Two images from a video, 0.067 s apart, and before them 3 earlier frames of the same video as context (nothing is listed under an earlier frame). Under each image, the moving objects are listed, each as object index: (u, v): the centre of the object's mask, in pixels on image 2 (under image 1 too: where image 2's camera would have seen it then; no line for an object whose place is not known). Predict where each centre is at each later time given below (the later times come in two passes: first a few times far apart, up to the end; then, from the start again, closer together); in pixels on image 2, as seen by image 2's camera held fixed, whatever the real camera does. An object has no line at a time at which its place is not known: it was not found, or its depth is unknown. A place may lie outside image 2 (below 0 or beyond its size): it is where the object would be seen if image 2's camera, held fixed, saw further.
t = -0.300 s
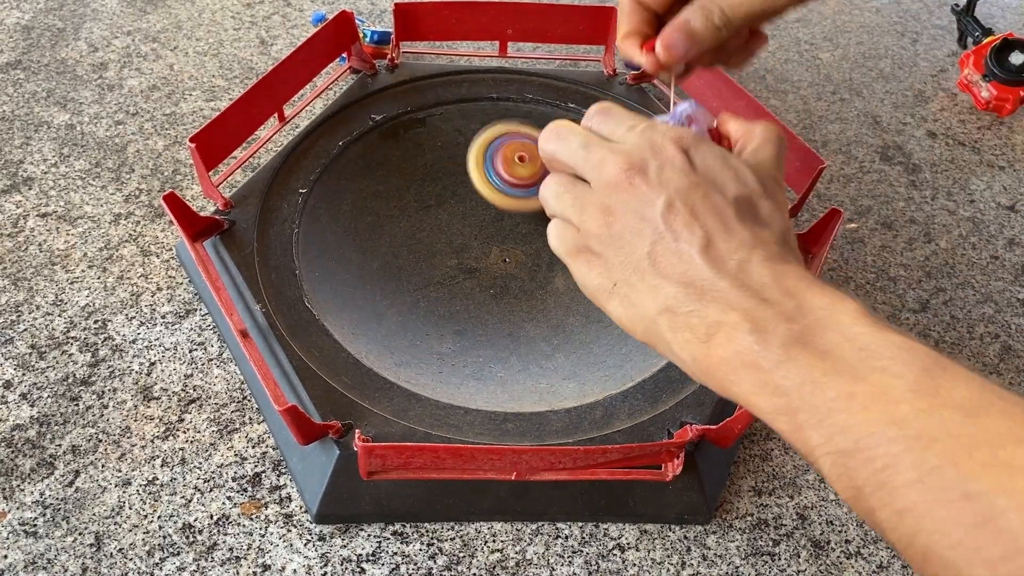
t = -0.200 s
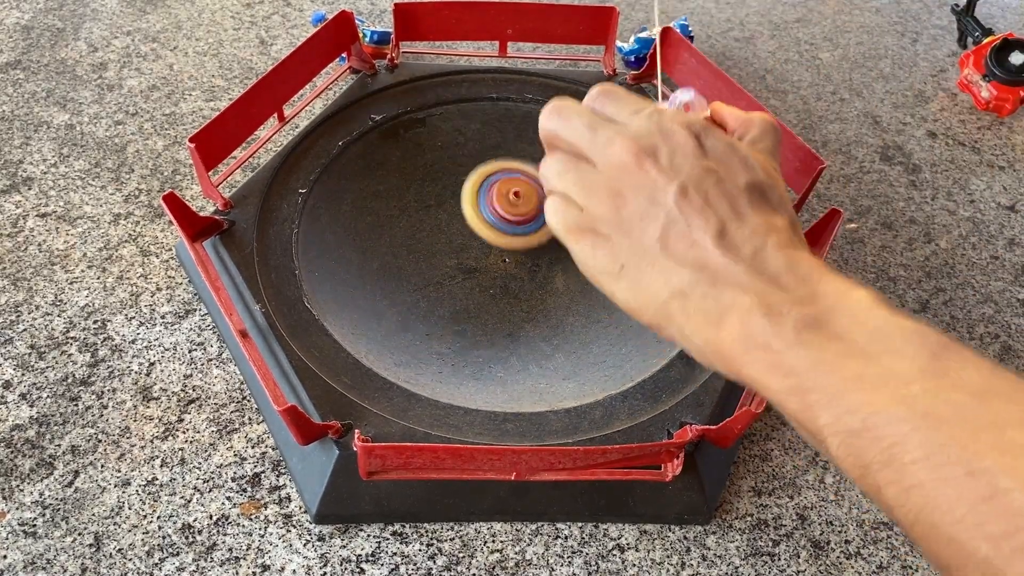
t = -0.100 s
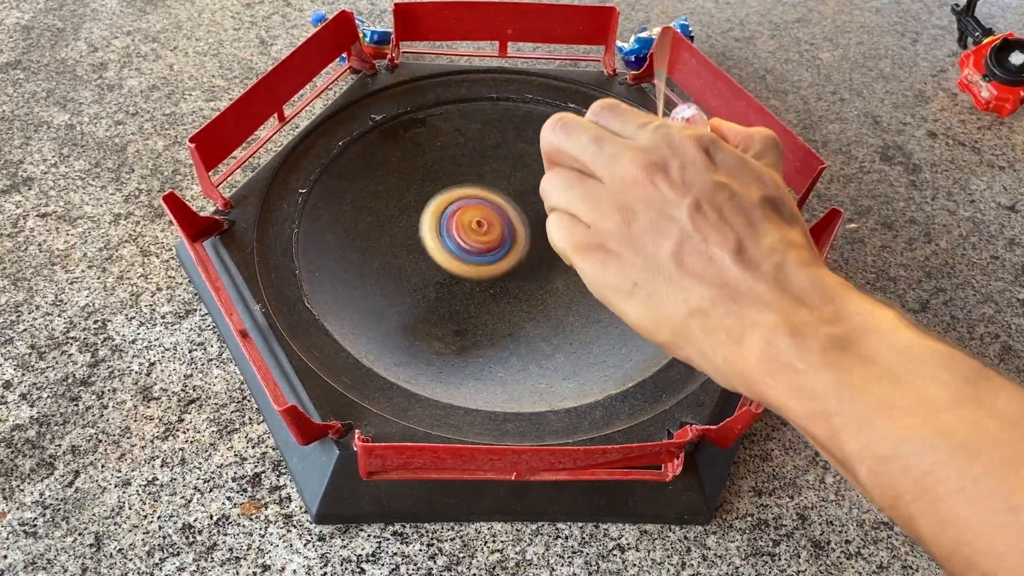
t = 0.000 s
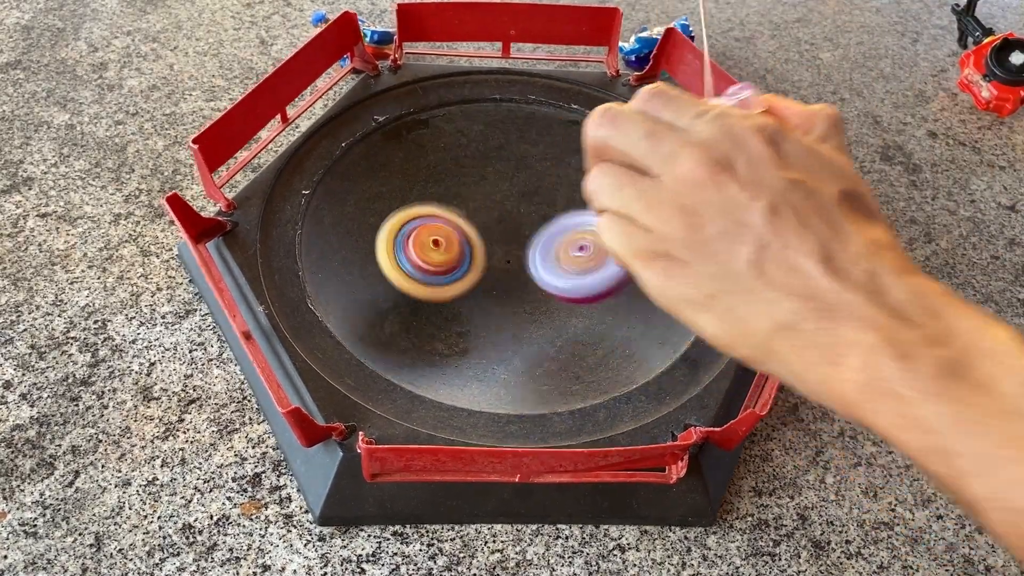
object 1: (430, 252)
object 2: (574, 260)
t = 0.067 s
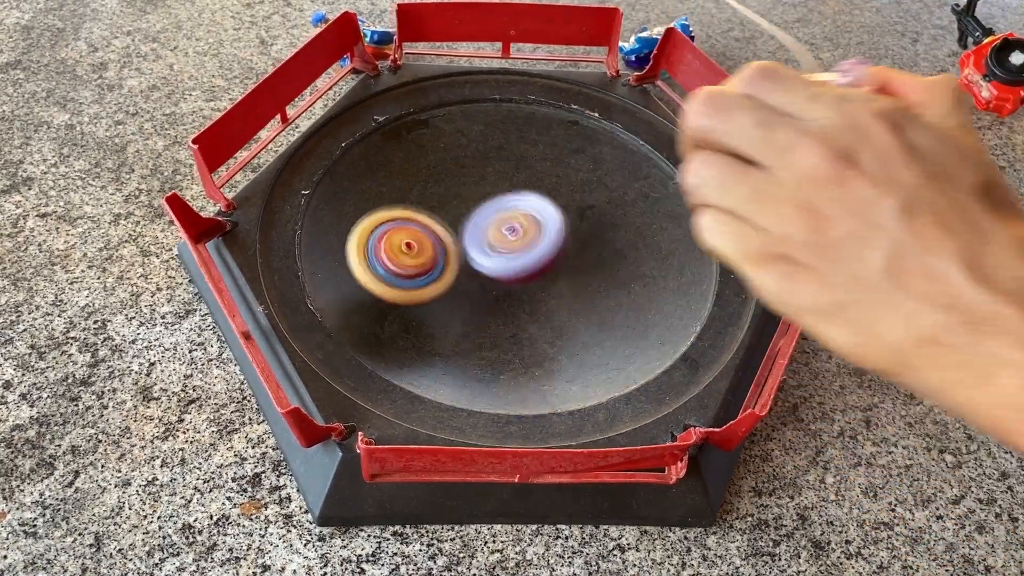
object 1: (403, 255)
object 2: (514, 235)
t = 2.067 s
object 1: (640, 199)
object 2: (348, 78)
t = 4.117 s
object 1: (459, 187)
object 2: (264, 183)
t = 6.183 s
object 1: (601, 256)
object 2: (406, 154)
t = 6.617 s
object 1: (552, 246)
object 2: (505, 119)
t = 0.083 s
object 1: (397, 255)
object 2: (498, 222)
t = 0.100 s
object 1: (380, 257)
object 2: (496, 210)
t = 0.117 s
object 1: (359, 259)
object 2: (498, 196)
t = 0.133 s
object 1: (341, 259)
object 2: (501, 173)
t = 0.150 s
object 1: (323, 255)
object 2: (503, 153)
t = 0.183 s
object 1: (296, 241)
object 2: (509, 111)
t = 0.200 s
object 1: (283, 238)
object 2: (515, 92)
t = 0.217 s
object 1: (271, 238)
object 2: (519, 74)
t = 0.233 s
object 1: (259, 240)
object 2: (525, 58)
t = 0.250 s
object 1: (248, 238)
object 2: (530, 44)
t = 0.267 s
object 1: (244, 234)
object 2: (536, 37)
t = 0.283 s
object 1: (250, 228)
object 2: (541, 37)
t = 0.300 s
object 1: (254, 220)
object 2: (547, 43)
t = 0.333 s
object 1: (264, 212)
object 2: (558, 67)
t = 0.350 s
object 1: (270, 205)
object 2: (551, 59)
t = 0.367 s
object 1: (276, 198)
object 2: (541, 54)
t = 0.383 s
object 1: (282, 193)
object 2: (531, 52)
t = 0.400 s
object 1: (286, 186)
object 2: (523, 47)
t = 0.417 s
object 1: (291, 180)
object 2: (516, 42)
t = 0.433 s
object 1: (295, 175)
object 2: (509, 44)
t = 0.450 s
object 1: (299, 170)
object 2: (502, 49)
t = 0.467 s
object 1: (303, 166)
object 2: (497, 51)
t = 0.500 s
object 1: (319, 161)
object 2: (485, 54)
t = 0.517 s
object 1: (330, 161)
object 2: (479, 54)
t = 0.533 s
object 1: (344, 159)
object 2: (473, 56)
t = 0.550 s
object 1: (359, 160)
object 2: (469, 56)
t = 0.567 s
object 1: (377, 160)
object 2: (464, 56)
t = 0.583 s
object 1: (395, 161)
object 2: (459, 55)
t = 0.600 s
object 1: (413, 161)
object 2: (455, 54)
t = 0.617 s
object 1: (431, 164)
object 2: (452, 52)
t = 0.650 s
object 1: (469, 169)
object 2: (446, 48)
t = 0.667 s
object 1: (487, 171)
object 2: (443, 45)
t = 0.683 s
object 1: (503, 174)
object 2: (440, 43)
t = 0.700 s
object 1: (519, 177)
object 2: (439, 42)
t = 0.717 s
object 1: (535, 181)
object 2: (438, 43)
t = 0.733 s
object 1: (550, 185)
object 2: (438, 45)
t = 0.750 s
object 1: (563, 189)
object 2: (438, 46)
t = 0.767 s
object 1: (575, 194)
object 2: (438, 46)
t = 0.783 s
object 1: (585, 199)
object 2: (439, 47)
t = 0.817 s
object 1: (605, 212)
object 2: (440, 47)
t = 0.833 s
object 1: (613, 219)
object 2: (440, 46)
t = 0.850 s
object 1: (619, 226)
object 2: (441, 45)
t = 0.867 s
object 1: (624, 234)
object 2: (441, 43)
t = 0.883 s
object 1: (628, 242)
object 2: (442, 42)
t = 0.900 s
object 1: (630, 252)
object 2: (443, 41)
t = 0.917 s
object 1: (632, 262)
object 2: (445, 41)
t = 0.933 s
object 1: (631, 271)
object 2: (447, 42)
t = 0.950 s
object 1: (628, 280)
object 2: (449, 45)
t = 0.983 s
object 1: (616, 300)
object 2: (451, 47)
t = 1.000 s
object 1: (607, 309)
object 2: (451, 48)
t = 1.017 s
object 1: (596, 318)
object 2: (452, 48)
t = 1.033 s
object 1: (583, 325)
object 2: (452, 48)
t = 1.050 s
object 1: (568, 331)
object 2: (451, 48)
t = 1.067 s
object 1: (551, 336)
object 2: (451, 48)
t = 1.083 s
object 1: (533, 339)
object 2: (450, 48)
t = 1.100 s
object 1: (513, 341)
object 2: (450, 48)
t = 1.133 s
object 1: (471, 338)
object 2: (447, 48)
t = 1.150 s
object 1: (450, 335)
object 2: (446, 48)
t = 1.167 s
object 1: (430, 329)
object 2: (445, 48)
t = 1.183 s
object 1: (411, 322)
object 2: (443, 48)
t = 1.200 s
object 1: (395, 312)
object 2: (441, 49)
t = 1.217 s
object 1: (380, 301)
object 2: (440, 49)
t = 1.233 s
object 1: (368, 288)
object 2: (439, 49)
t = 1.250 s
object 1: (359, 275)
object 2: (438, 50)
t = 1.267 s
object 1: (351, 261)
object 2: (436, 50)
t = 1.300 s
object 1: (345, 234)
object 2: (433, 51)
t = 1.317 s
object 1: (345, 222)
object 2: (431, 52)
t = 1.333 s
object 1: (348, 209)
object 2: (429, 53)
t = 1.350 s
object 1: (353, 197)
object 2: (426, 54)
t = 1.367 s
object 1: (360, 187)
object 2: (424, 54)
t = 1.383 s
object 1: (368, 178)
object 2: (422, 55)
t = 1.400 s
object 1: (378, 169)
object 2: (420, 56)
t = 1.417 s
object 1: (387, 162)
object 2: (417, 57)
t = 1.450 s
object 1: (409, 151)
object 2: (411, 58)
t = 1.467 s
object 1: (420, 147)
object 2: (408, 58)
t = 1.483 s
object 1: (430, 145)
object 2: (404, 59)
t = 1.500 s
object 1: (441, 142)
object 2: (402, 59)
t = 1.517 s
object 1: (451, 140)
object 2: (399, 59)
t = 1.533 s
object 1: (460, 140)
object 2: (396, 60)
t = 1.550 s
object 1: (469, 139)
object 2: (394, 60)
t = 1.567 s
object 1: (478, 138)
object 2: (391, 60)
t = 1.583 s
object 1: (487, 138)
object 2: (389, 61)
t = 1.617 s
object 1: (504, 138)
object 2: (386, 62)
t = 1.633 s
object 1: (512, 138)
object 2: (385, 62)
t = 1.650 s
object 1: (520, 138)
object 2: (383, 62)
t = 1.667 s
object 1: (529, 139)
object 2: (382, 63)
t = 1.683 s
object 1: (537, 140)
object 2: (381, 63)
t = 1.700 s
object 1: (545, 141)
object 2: (380, 64)
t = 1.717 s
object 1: (552, 142)
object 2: (379, 64)
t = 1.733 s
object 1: (559, 143)
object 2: (379, 64)
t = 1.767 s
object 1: (573, 147)
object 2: (378, 66)
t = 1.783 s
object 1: (580, 149)
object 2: (378, 66)
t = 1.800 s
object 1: (587, 151)
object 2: (378, 66)
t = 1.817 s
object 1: (593, 154)
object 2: (378, 67)
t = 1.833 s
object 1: (599, 156)
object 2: (378, 67)
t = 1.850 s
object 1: (604, 158)
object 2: (378, 68)
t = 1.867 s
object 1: (610, 161)
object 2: (378, 69)
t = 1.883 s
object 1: (615, 164)
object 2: (377, 69)
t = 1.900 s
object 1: (619, 167)
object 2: (377, 70)
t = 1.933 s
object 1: (627, 173)
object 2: (376, 71)
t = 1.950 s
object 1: (630, 176)
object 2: (374, 72)
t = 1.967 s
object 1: (633, 180)
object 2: (371, 72)
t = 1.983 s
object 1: (635, 183)
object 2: (367, 73)
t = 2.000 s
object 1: (637, 186)
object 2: (362, 73)
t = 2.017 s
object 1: (639, 190)
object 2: (358, 74)
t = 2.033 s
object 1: (640, 193)
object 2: (354, 76)
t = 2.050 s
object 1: (640, 196)
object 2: (350, 76)
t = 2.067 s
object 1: (640, 199)
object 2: (348, 78)
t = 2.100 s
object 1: (640, 206)
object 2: (346, 81)
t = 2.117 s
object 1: (639, 208)
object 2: (345, 82)
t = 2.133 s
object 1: (638, 211)
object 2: (345, 84)
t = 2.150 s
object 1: (636, 214)
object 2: (344, 85)
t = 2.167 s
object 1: (634, 218)
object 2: (344, 87)
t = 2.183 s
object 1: (632, 221)
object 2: (344, 88)
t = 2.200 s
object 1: (630, 223)
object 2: (344, 89)
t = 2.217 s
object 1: (628, 226)
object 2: (344, 91)
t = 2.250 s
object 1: (624, 230)
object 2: (343, 95)
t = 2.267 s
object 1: (621, 232)
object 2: (344, 96)
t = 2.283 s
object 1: (618, 234)
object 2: (344, 96)
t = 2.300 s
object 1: (615, 236)
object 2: (343, 94)
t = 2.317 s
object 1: (612, 238)
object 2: (341, 93)
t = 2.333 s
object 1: (609, 238)
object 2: (339, 92)
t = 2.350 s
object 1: (605, 240)
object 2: (338, 91)
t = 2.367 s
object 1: (602, 240)
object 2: (338, 92)
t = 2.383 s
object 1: (598, 241)
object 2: (338, 92)
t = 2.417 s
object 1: (589, 242)
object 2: (338, 93)
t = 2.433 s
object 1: (585, 243)
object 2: (339, 94)
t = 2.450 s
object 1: (580, 242)
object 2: (339, 95)
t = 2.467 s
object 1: (575, 242)
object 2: (339, 95)
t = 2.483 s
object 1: (571, 242)
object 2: (337, 95)
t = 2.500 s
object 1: (567, 241)
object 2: (334, 95)
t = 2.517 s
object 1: (563, 240)
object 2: (332, 95)
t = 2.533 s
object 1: (559, 239)
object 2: (331, 95)
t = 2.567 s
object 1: (552, 235)
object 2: (331, 97)
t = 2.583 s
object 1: (548, 233)
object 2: (330, 98)
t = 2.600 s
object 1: (545, 232)
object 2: (326, 99)
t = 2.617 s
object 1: (542, 229)
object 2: (323, 102)
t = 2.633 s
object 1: (538, 227)
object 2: (322, 104)
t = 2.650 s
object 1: (535, 225)
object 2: (321, 106)
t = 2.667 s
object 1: (532, 222)
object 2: (321, 108)
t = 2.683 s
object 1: (528, 219)
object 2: (322, 110)
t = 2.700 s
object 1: (525, 216)
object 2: (324, 111)
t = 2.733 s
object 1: (519, 211)
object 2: (332, 117)
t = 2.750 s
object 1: (516, 208)
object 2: (338, 123)
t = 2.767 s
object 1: (513, 206)
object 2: (347, 127)
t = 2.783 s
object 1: (510, 203)
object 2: (356, 131)
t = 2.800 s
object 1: (506, 201)
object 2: (368, 136)
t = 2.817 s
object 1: (504, 198)
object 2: (380, 139)
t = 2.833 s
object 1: (501, 195)
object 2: (394, 143)
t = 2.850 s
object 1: (498, 192)
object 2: (409, 146)
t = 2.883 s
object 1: (519, 192)
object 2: (405, 133)
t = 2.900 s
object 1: (531, 193)
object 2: (397, 129)
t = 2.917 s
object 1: (544, 193)
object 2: (392, 126)
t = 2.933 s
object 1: (555, 193)
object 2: (389, 120)
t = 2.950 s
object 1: (565, 193)
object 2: (385, 117)
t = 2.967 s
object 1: (573, 193)
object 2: (384, 116)
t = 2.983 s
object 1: (579, 193)
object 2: (386, 113)
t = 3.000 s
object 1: (584, 192)
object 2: (387, 113)
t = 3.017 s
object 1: (587, 190)
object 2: (389, 115)
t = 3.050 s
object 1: (590, 189)
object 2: (398, 115)
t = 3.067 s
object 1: (589, 189)
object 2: (403, 115)
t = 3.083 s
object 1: (587, 189)
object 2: (410, 114)
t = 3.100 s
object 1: (585, 191)
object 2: (417, 115)
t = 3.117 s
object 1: (580, 192)
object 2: (426, 115)
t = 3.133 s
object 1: (574, 195)
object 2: (435, 115)
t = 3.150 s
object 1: (567, 196)
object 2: (444, 116)
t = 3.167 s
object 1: (560, 197)
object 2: (453, 118)
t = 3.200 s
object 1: (547, 199)
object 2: (469, 123)
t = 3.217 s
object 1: (540, 199)
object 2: (477, 127)
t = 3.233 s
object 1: (546, 204)
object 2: (475, 124)
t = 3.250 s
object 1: (568, 227)
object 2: (456, 103)
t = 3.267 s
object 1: (589, 246)
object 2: (436, 84)
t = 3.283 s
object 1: (609, 262)
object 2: (420, 66)
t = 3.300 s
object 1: (629, 278)
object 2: (413, 60)
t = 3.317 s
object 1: (643, 291)
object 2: (407, 56)
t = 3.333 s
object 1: (657, 301)
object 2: (400, 55)
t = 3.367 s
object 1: (656, 307)
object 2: (386, 66)
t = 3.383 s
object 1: (651, 313)
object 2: (380, 71)
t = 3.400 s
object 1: (648, 323)
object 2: (370, 67)
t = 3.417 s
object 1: (642, 335)
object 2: (362, 67)
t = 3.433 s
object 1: (630, 335)
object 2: (355, 70)
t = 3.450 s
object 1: (620, 337)
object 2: (351, 76)
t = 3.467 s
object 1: (609, 343)
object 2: (349, 79)
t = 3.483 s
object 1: (594, 345)
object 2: (348, 85)
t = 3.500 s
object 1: (580, 343)
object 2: (346, 88)
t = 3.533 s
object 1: (546, 346)
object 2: (340, 94)
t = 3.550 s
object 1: (533, 343)
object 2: (336, 97)
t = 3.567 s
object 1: (518, 340)
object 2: (330, 99)
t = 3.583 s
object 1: (504, 335)
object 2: (323, 101)
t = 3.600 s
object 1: (491, 331)
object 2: (316, 102)
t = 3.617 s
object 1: (477, 324)
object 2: (311, 104)
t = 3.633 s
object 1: (468, 316)
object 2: (310, 108)
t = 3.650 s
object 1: (459, 310)
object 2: (309, 113)
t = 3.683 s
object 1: (442, 295)
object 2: (304, 120)
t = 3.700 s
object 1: (436, 287)
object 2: (301, 123)
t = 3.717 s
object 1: (431, 278)
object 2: (297, 126)
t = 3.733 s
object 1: (429, 271)
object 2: (292, 129)
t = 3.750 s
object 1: (425, 264)
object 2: (286, 131)
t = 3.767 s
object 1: (423, 256)
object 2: (283, 134)
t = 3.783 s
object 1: (423, 250)
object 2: (282, 137)
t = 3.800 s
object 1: (422, 243)
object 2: (282, 141)
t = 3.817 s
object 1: (424, 237)
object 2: (280, 143)
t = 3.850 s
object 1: (427, 227)
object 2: (275, 149)
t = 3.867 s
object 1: (429, 223)
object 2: (273, 151)
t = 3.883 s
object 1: (431, 219)
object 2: (273, 153)
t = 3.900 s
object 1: (434, 216)
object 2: (273, 156)
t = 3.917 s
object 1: (436, 214)
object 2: (272, 158)
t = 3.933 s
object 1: (438, 211)
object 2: (271, 161)
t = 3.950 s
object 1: (439, 209)
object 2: (268, 163)
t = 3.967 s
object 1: (441, 206)
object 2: (269, 165)
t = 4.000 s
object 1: (446, 202)
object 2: (268, 169)
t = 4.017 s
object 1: (448, 200)
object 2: (267, 170)
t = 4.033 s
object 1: (450, 198)
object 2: (267, 173)
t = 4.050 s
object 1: (451, 195)
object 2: (267, 175)
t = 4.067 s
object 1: (454, 193)
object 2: (267, 177)
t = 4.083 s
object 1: (456, 192)
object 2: (266, 179)
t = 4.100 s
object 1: (458, 189)
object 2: (264, 181)
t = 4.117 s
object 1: (459, 187)
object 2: (264, 183)
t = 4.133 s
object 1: (461, 185)
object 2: (265, 185)
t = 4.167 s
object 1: (466, 182)
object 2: (265, 190)
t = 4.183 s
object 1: (467, 180)
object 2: (264, 192)
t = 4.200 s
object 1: (469, 178)
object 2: (263, 193)
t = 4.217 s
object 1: (471, 175)
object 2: (263, 196)
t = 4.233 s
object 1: (474, 174)
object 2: (263, 197)
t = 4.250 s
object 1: (476, 173)
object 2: (263, 199)
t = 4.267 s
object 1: (477, 171)
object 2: (263, 201)
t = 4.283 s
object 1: (479, 169)
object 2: (263, 202)
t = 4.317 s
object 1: (484, 165)
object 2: (263, 205)
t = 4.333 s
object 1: (486, 164)
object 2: (263, 206)
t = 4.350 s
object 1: (488, 162)
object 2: (264, 208)
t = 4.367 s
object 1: (490, 160)
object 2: (264, 210)
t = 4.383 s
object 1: (492, 158)
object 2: (263, 211)
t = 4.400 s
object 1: (494, 157)
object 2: (263, 213)
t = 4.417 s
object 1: (496, 156)
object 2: (262, 214)
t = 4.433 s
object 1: (498, 155)
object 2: (264, 215)
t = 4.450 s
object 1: (500, 153)
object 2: (266, 216)
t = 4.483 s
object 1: (505, 150)
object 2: (267, 218)
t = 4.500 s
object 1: (507, 149)
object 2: (268, 218)
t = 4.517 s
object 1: (509, 149)
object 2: (269, 220)
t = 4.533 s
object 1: (510, 148)
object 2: (271, 221)
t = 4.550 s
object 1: (513, 146)
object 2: (273, 223)
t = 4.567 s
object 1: (516, 146)
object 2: (273, 225)
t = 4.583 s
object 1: (518, 145)
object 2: (275, 227)
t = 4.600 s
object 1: (520, 145)
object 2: (277, 230)
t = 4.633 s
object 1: (524, 143)
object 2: (282, 235)
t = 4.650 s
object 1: (526, 143)
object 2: (284, 237)
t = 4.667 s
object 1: (528, 143)
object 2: (287, 240)
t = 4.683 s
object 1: (530, 143)
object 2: (291, 243)
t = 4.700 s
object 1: (532, 143)
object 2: (293, 245)
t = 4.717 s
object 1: (534, 143)
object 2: (297, 248)
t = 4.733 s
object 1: (536, 143)
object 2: (300, 252)
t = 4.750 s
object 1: (537, 144)
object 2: (300, 255)
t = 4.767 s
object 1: (539, 144)
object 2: (304, 259)
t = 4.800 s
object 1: (542, 145)
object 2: (312, 264)
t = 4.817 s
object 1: (544, 146)
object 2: (316, 264)
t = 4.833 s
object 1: (544, 146)
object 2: (317, 261)
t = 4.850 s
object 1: (544, 146)
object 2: (321, 259)
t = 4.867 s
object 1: (546, 147)
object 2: (324, 257)
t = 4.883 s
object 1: (546, 148)
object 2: (329, 255)
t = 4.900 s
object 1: (547, 149)
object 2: (335, 249)
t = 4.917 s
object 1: (546, 150)
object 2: (340, 243)
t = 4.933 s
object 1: (547, 150)
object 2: (347, 236)
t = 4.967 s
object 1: (547, 152)
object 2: (363, 219)
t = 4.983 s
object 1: (547, 154)
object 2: (372, 212)
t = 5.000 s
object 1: (546, 154)
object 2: (381, 205)
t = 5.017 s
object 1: (547, 155)
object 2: (393, 199)
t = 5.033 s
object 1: (547, 157)
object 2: (404, 194)
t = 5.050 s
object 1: (547, 158)
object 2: (418, 188)
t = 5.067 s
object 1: (546, 159)
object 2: (432, 185)
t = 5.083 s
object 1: (546, 159)
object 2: (444, 181)
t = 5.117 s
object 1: (581, 145)
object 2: (423, 192)
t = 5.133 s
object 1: (604, 133)
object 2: (404, 199)
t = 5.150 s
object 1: (623, 124)
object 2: (389, 205)
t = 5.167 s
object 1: (640, 115)
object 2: (373, 211)
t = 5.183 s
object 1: (649, 114)
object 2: (361, 215)
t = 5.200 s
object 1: (657, 114)
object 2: (350, 219)
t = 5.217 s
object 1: (665, 118)
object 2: (341, 223)
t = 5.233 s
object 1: (671, 121)
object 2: (333, 225)
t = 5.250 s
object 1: (675, 125)
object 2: (327, 227)
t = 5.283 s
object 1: (682, 131)
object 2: (322, 227)
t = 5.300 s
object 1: (683, 134)
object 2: (323, 226)
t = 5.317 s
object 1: (682, 139)
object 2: (324, 224)
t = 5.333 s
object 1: (683, 143)
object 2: (326, 222)
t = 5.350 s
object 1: (679, 151)
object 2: (330, 218)
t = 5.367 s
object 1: (678, 158)
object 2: (333, 214)
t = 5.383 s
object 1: (672, 167)
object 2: (338, 209)
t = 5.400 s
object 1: (670, 172)
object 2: (342, 204)
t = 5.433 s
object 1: (657, 186)
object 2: (352, 193)
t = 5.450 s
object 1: (652, 191)
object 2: (359, 189)
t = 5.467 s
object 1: (644, 197)
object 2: (367, 185)
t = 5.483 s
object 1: (637, 203)
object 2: (375, 182)
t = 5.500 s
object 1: (627, 207)
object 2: (386, 181)
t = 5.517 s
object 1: (621, 212)
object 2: (396, 178)
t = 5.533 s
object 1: (613, 214)
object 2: (408, 179)
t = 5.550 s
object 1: (604, 219)
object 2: (419, 178)
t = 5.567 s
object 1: (597, 220)
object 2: (431, 180)
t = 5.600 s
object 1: (583, 225)
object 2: (454, 184)
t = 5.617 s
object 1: (575, 225)
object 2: (466, 187)
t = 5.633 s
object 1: (571, 226)
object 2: (476, 190)
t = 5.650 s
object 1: (586, 228)
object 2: (466, 188)
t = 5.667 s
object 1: (604, 230)
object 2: (452, 184)
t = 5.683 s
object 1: (621, 231)
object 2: (438, 184)
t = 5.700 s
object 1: (637, 233)
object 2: (428, 180)
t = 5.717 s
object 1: (650, 233)
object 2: (417, 179)
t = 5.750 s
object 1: (668, 235)
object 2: (403, 176)
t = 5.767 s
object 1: (672, 237)
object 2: (400, 175)
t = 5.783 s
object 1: (674, 236)
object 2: (397, 173)
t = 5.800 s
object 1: (674, 238)
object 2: (399, 173)
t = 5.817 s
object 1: (672, 239)
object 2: (401, 173)
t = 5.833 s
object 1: (668, 240)
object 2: (406, 172)
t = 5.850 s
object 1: (664, 243)
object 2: (413, 172)
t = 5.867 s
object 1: (659, 245)
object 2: (418, 171)
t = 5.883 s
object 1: (652, 246)
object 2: (426, 173)
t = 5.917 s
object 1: (639, 252)
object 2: (441, 174)
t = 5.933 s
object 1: (628, 253)
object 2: (448, 176)
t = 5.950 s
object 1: (621, 255)
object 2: (456, 180)
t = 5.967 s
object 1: (613, 255)
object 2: (464, 183)
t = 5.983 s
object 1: (601, 255)
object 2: (470, 186)
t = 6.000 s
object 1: (595, 256)
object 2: (475, 189)
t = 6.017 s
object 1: (587, 254)
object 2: (482, 194)
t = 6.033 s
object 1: (576, 253)
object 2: (488, 198)
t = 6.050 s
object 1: (574, 255)
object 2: (486, 201)
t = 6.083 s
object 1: (588, 257)
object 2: (457, 189)
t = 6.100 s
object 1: (593, 258)
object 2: (444, 183)
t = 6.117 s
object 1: (596, 260)
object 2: (431, 178)
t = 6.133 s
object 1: (599, 258)
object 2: (422, 172)
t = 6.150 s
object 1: (600, 259)
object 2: (415, 166)
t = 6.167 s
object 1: (599, 258)
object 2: (410, 160)
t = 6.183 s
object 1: (601, 256)
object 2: (406, 154)
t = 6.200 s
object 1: (599, 255)
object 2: (405, 147)
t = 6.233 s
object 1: (594, 251)
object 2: (403, 135)
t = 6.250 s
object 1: (590, 249)
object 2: (403, 129)
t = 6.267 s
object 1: (587, 246)
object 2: (405, 123)
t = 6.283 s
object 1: (583, 245)
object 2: (408, 118)
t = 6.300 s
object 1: (578, 244)
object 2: (412, 113)
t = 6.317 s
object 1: (576, 242)
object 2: (417, 109)
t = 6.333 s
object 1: (572, 240)
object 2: (421, 105)
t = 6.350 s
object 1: (566, 237)
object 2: (427, 102)
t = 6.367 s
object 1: (563, 236)
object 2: (434, 100)
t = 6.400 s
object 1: (557, 231)
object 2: (449, 100)
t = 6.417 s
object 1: (554, 231)
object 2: (457, 100)
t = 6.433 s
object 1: (550, 229)
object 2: (464, 102)
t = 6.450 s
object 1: (549, 228)
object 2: (471, 105)
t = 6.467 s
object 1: (547, 226)
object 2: (479, 109)
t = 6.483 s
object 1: (544, 223)
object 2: (487, 114)
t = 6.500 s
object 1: (542, 221)
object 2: (495, 120)
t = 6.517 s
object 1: (540, 219)
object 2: (501, 125)
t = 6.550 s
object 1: (537, 214)
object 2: (510, 136)
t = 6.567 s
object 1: (540, 220)
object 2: (509, 133)
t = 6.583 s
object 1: (543, 230)
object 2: (507, 126)
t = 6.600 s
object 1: (548, 239)
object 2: (505, 122)
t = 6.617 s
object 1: (552, 246)
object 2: (505, 119)
